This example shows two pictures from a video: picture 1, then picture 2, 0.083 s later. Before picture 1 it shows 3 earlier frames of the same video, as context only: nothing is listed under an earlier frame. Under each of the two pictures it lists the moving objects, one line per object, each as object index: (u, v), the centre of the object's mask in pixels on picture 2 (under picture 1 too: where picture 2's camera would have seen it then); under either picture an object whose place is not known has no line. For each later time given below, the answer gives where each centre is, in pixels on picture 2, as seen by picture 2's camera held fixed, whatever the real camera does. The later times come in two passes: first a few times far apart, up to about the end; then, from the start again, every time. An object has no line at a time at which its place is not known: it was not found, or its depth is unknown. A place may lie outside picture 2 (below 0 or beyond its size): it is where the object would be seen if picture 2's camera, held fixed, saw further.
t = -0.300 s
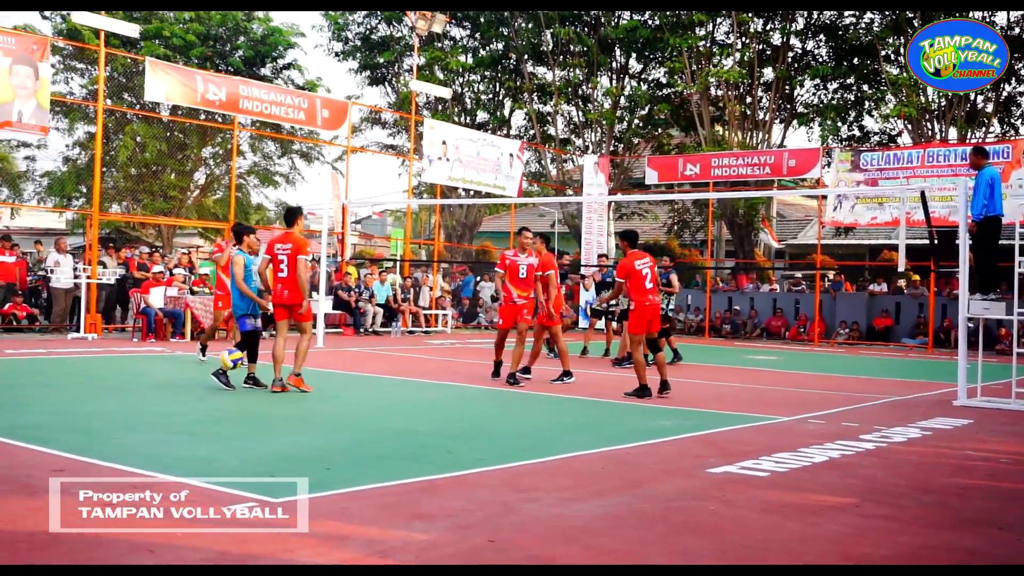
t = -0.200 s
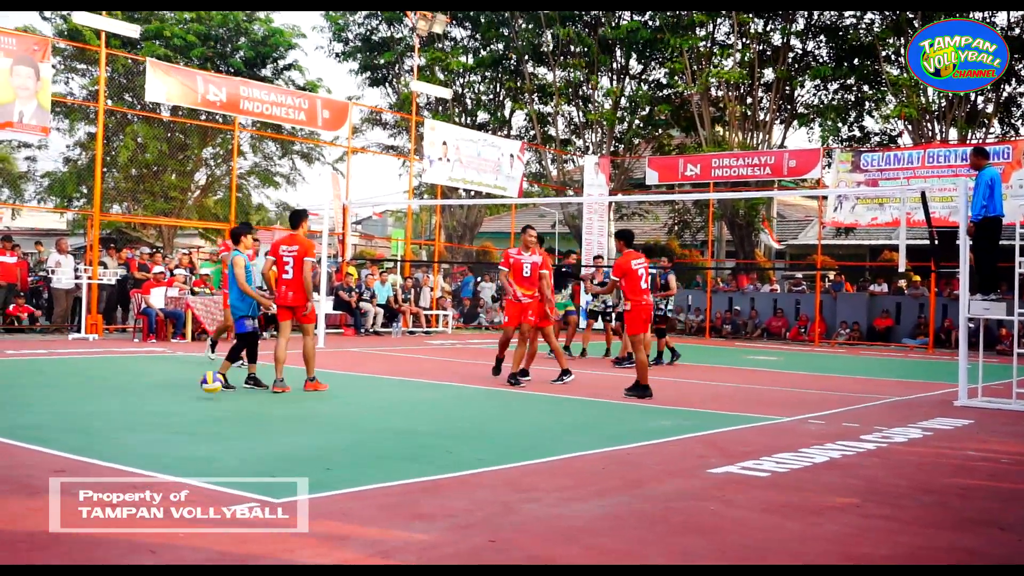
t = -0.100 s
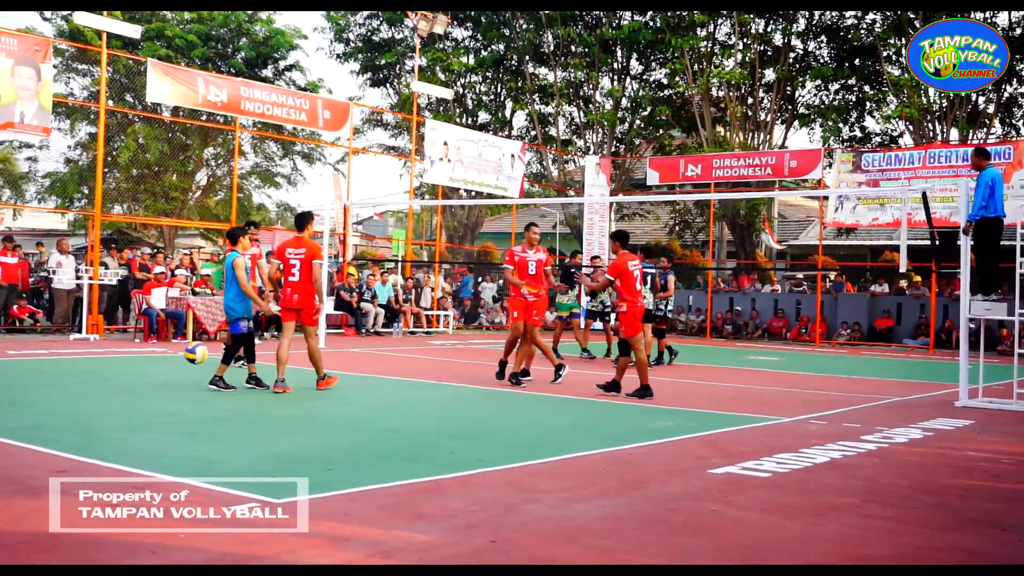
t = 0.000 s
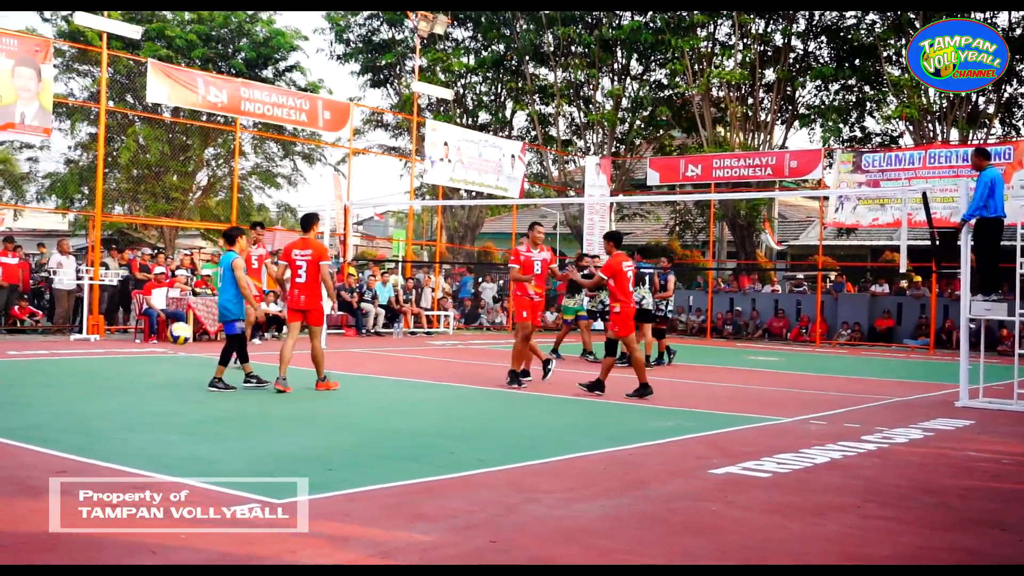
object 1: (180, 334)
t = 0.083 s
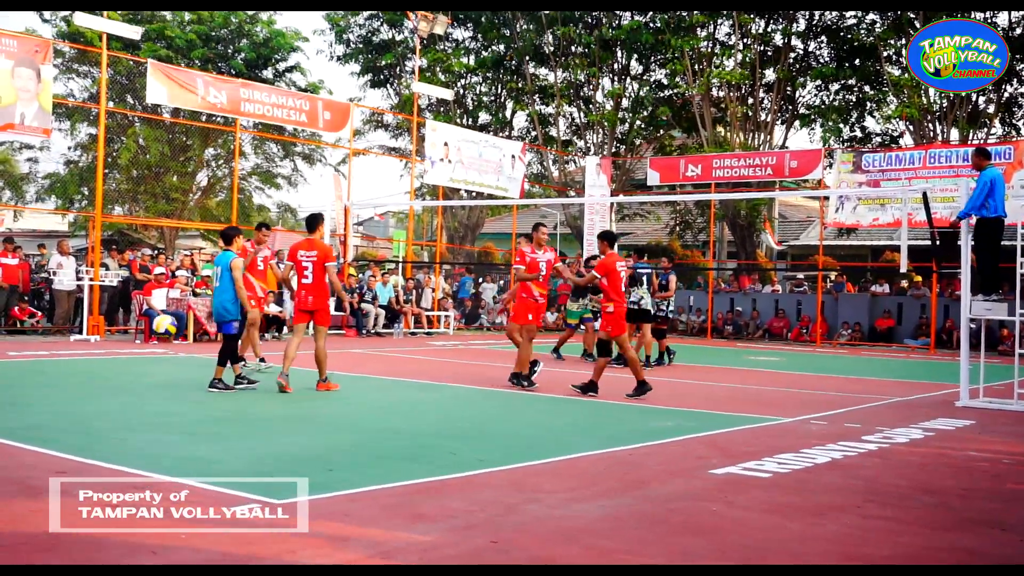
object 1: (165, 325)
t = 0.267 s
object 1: (131, 334)
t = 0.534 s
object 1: (80, 374)
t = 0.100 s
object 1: (161, 325)
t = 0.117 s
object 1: (158, 325)
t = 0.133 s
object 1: (155, 324)
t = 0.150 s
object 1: (152, 325)
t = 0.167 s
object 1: (149, 325)
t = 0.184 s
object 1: (147, 326)
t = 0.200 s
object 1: (143, 327)
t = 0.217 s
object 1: (140, 329)
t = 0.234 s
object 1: (138, 330)
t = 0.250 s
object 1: (135, 331)
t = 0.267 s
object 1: (131, 334)
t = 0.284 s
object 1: (129, 336)
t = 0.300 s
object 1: (125, 339)
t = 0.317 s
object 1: (122, 343)
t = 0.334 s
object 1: (118, 346)
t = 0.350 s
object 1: (116, 350)
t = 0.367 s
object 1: (112, 354)
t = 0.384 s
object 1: (109, 359)
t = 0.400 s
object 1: (106, 364)
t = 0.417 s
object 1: (102, 369)
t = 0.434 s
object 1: (99, 374)
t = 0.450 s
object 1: (96, 380)
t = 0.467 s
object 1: (92, 386)
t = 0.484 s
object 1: (89, 389)
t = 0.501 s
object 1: (86, 384)
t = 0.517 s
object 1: (83, 379)
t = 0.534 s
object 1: (80, 374)
